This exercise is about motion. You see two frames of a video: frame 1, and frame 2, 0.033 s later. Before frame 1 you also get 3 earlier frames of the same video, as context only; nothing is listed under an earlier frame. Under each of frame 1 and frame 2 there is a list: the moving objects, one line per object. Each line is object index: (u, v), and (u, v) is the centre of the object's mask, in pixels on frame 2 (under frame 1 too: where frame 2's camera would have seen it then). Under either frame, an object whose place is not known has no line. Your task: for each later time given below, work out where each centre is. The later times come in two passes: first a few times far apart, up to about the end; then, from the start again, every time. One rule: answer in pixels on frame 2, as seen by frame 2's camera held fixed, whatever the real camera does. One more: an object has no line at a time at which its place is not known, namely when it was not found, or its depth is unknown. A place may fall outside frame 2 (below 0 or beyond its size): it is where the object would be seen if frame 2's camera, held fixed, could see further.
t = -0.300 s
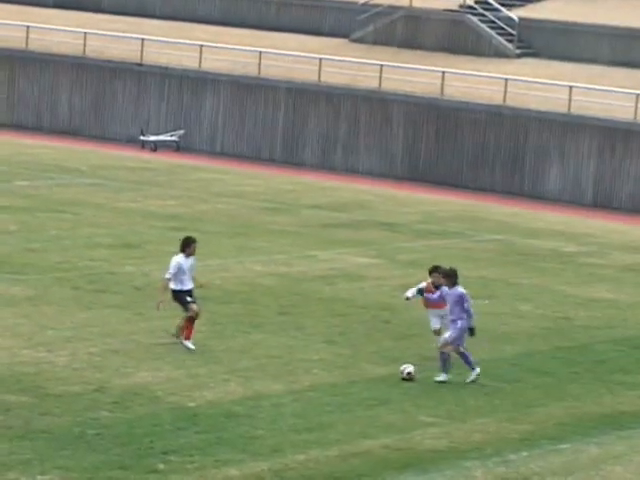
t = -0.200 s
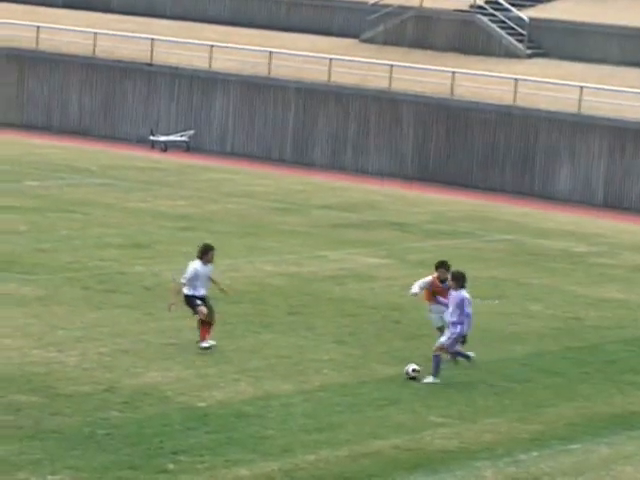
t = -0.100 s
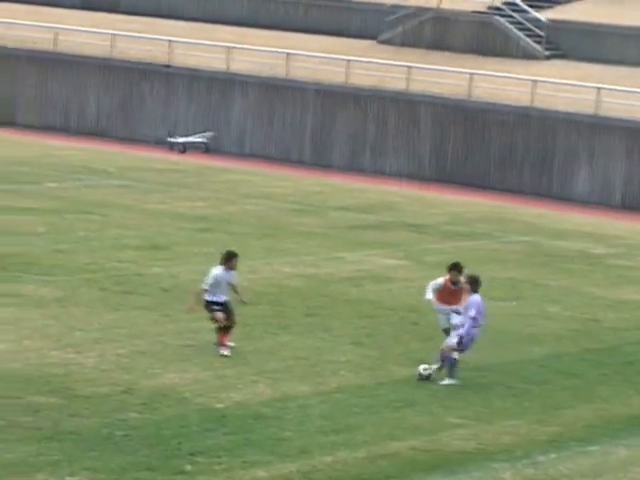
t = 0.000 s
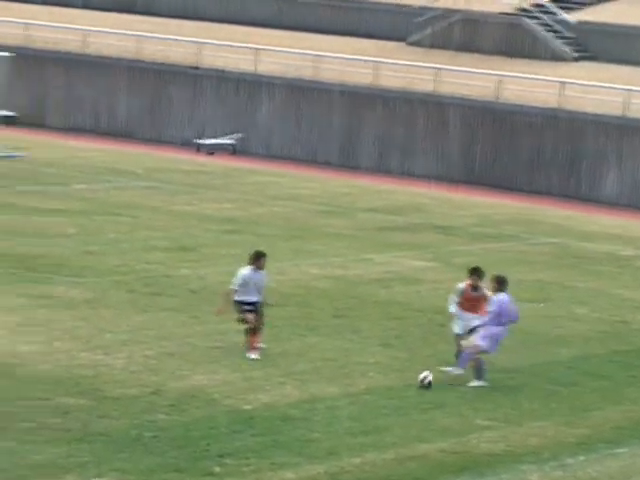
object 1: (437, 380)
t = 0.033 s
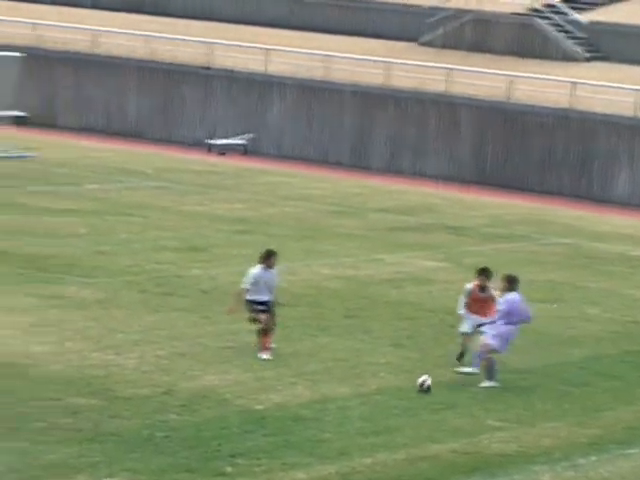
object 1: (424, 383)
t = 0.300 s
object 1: (333, 403)
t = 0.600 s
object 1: (245, 419)
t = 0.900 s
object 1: (162, 435)
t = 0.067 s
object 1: (412, 386)
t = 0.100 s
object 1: (400, 388)
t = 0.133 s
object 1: (389, 391)
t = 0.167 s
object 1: (377, 394)
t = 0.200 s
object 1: (366, 396)
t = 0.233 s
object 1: (354, 398)
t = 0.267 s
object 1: (344, 400)
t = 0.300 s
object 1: (333, 403)
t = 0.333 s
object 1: (322, 405)
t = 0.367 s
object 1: (313, 405)
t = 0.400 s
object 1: (302, 407)
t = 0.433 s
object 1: (291, 410)
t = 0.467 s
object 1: (282, 412)
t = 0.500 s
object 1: (273, 413)
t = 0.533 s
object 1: (263, 415)
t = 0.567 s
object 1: (254, 416)
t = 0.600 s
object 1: (245, 419)
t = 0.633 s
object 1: (235, 421)
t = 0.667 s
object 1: (225, 424)
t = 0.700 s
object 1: (218, 425)
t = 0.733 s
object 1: (209, 426)
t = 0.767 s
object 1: (199, 428)
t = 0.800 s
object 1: (190, 431)
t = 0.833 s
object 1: (181, 433)
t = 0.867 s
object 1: (171, 434)
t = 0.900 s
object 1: (162, 435)
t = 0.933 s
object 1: (153, 437)
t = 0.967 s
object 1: (143, 440)
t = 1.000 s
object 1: (132, 443)
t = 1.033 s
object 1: (122, 445)
